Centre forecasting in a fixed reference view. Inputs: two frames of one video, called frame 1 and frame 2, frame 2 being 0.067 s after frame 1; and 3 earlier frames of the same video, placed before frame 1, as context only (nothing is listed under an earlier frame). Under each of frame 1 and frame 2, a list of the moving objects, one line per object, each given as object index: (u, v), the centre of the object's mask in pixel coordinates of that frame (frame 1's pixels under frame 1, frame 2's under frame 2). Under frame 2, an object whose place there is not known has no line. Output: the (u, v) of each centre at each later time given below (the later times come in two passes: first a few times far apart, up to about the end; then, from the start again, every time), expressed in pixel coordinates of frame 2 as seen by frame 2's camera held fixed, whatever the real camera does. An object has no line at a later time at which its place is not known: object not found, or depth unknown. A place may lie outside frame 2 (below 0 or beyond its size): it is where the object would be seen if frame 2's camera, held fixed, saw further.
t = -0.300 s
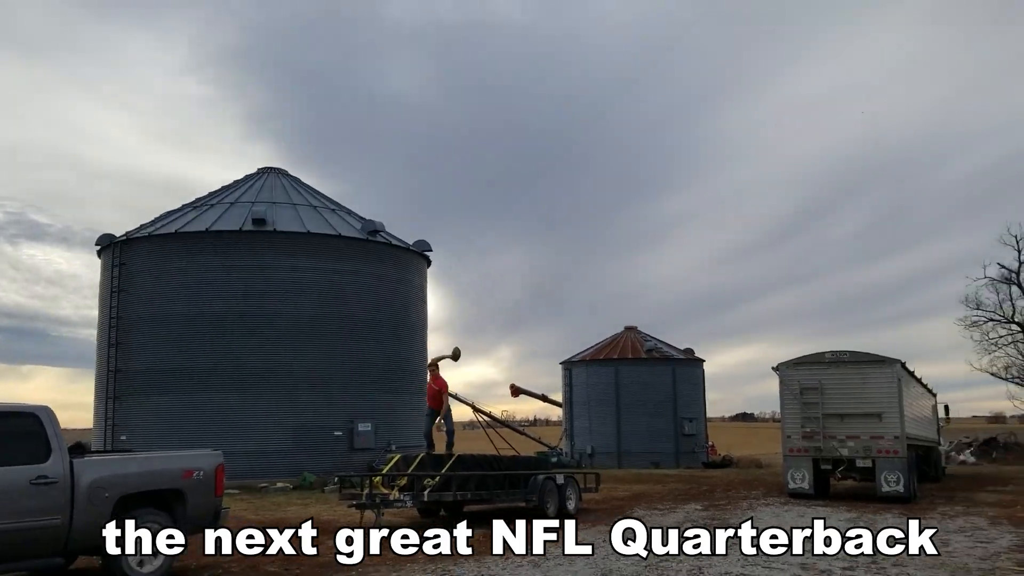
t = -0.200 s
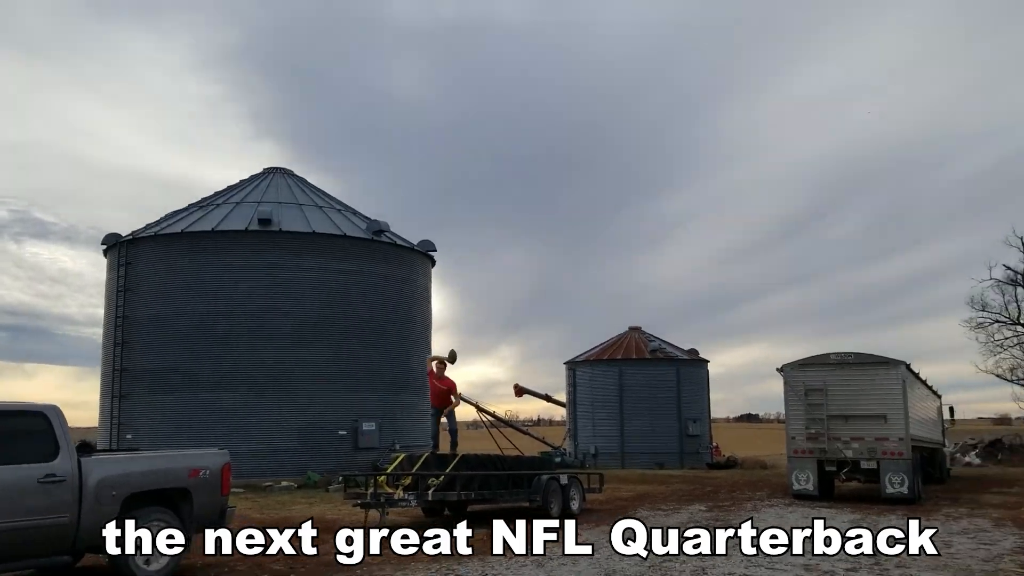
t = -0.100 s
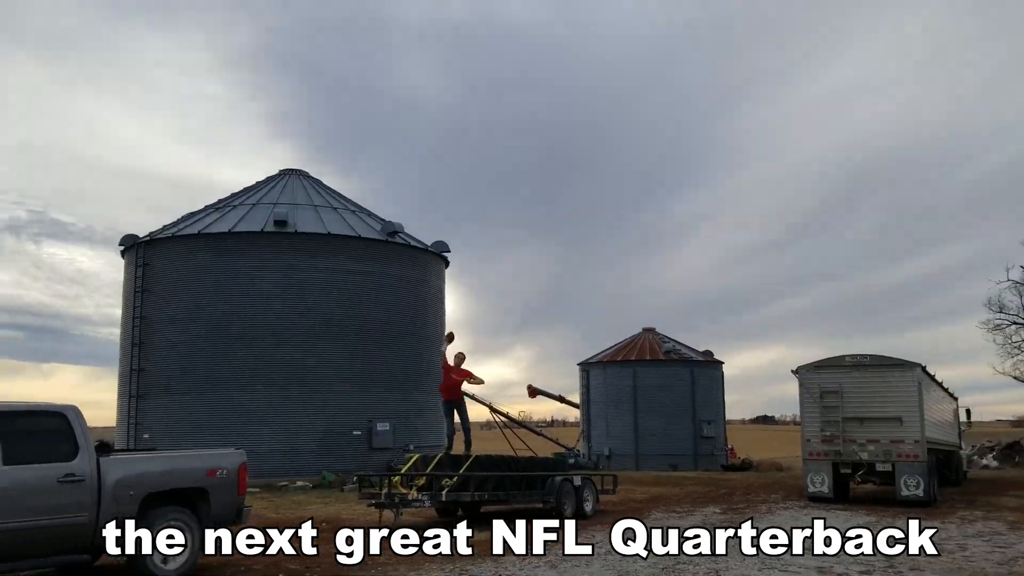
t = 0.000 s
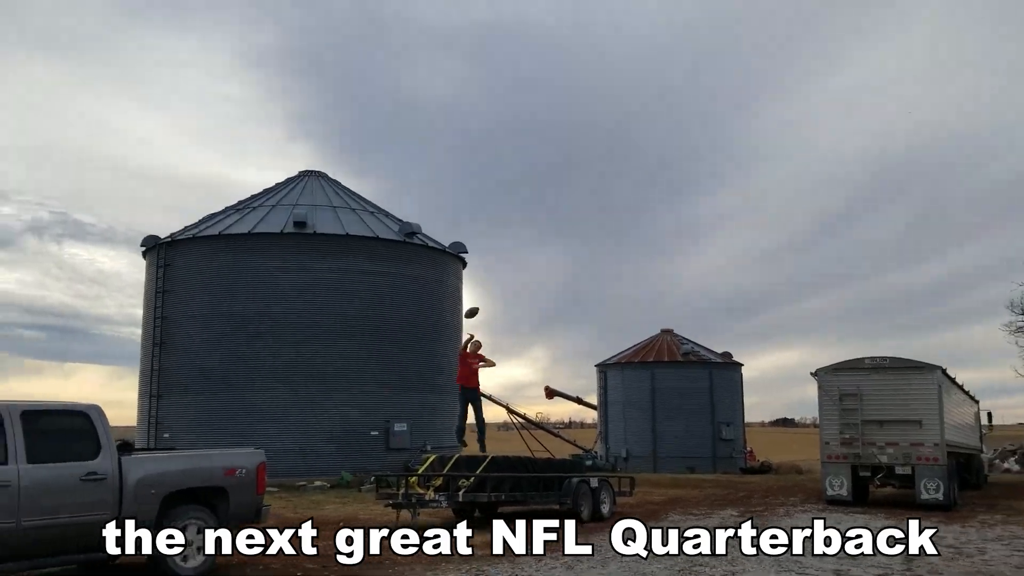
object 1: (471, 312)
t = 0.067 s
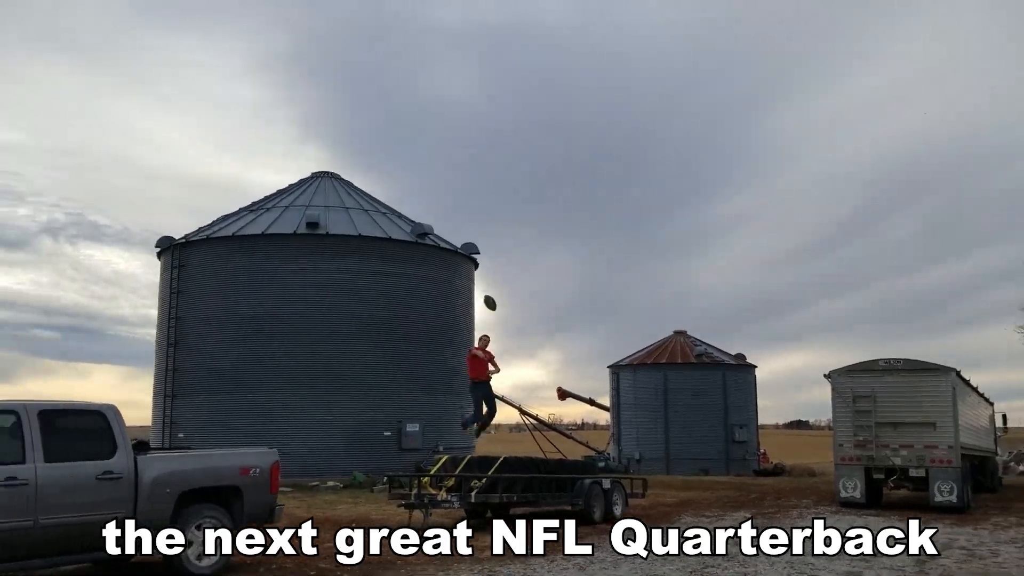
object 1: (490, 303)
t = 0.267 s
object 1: (510, 282)
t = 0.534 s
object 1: (541, 295)
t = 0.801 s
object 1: (576, 432)
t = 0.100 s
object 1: (493, 298)
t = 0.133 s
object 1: (497, 294)
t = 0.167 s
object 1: (500, 290)
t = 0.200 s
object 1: (503, 286)
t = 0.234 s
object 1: (507, 284)
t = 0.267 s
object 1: (510, 282)
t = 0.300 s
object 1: (513, 280)
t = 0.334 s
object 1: (517, 279)
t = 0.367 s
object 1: (521, 279)
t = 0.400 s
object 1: (526, 280)
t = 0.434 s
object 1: (529, 281)
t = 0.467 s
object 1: (532, 285)
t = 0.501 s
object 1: (536, 289)
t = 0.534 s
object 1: (541, 295)
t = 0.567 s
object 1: (545, 302)
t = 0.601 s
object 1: (549, 311)
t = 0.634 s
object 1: (553, 322)
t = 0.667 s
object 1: (558, 337)
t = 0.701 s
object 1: (564, 354)
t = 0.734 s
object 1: (567, 372)
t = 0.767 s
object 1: (572, 399)
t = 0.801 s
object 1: (576, 432)
